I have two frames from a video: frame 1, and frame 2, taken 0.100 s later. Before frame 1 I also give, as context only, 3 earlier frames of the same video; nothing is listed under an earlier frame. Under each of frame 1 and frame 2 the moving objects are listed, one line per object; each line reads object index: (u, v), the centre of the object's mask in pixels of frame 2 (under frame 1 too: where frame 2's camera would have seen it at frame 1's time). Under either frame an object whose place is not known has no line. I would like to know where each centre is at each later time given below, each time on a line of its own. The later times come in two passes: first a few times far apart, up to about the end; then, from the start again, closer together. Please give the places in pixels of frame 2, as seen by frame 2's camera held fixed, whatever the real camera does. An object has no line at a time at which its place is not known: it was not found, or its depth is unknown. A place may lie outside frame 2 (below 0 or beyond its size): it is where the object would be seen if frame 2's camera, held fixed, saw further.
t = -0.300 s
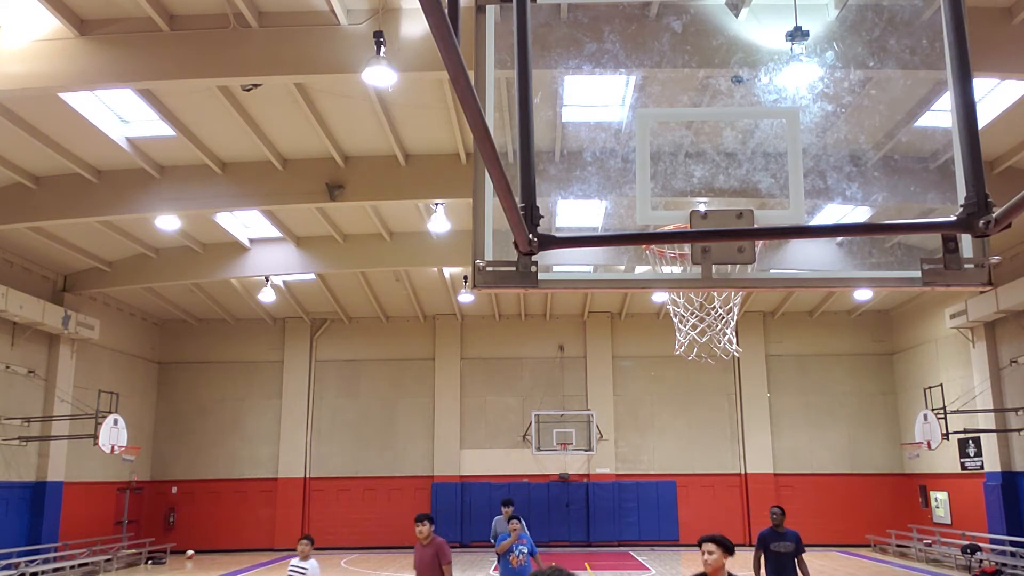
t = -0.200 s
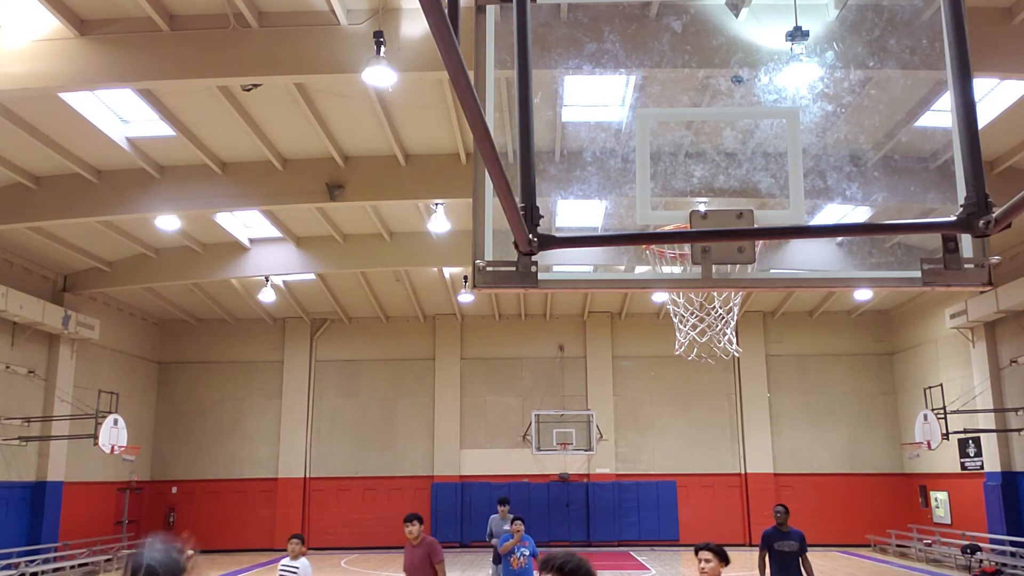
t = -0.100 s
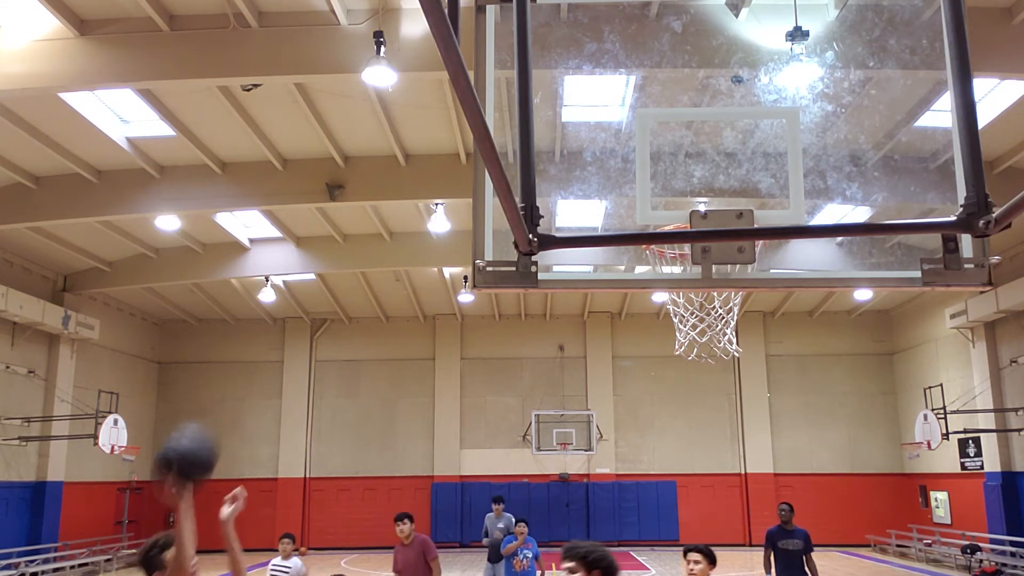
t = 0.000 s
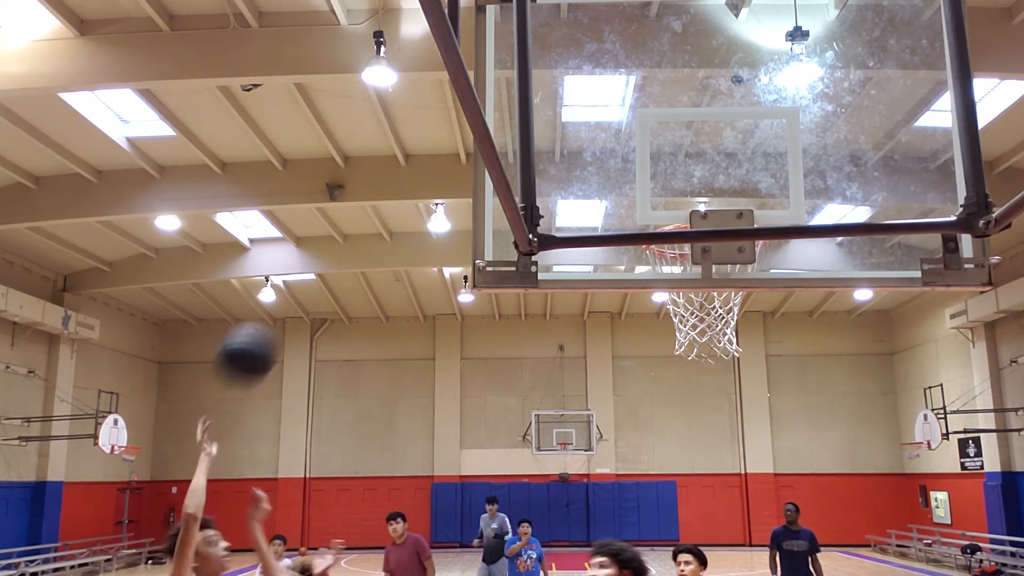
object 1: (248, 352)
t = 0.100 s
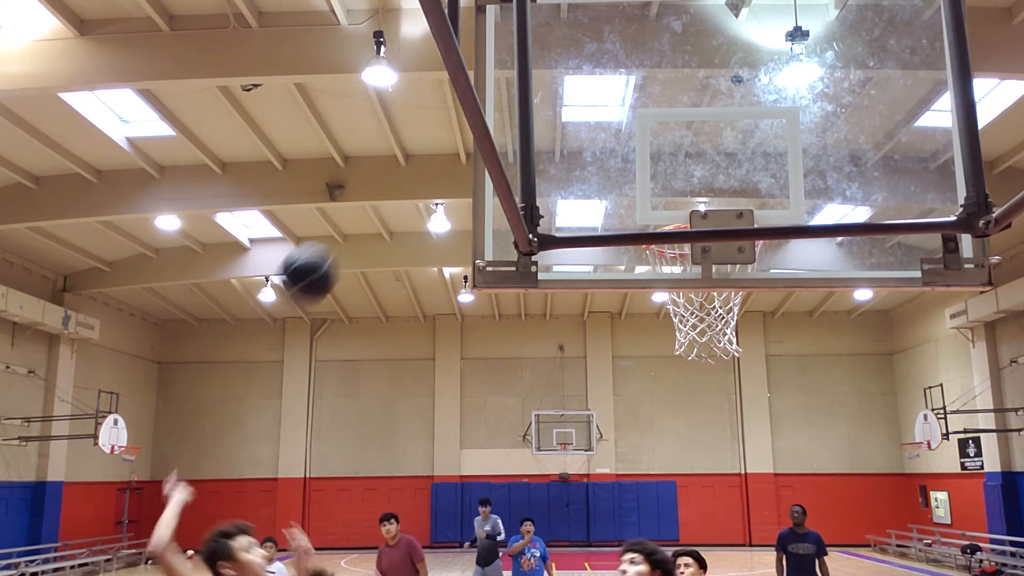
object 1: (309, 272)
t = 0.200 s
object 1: (366, 214)
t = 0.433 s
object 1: (509, 160)
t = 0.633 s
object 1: (613, 213)
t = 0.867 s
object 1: (502, 238)
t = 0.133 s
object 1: (328, 250)
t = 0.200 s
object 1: (366, 214)
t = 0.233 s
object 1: (384, 200)
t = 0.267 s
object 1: (403, 189)
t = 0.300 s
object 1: (422, 179)
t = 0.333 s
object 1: (439, 173)
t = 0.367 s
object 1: (453, 168)
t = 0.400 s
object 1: (462, 165)
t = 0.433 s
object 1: (509, 160)
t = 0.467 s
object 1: (510, 162)
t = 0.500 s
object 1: (535, 172)
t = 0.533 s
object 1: (555, 179)
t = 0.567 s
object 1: (570, 188)
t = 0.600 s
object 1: (591, 200)
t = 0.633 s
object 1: (613, 213)
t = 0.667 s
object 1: (619, 227)
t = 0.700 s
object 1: (604, 218)
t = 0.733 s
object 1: (582, 217)
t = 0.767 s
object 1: (560, 214)
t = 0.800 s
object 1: (550, 217)
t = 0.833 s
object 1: (503, 235)
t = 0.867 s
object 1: (502, 238)
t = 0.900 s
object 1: (463, 240)
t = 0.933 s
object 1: (454, 253)
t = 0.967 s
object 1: (439, 267)
